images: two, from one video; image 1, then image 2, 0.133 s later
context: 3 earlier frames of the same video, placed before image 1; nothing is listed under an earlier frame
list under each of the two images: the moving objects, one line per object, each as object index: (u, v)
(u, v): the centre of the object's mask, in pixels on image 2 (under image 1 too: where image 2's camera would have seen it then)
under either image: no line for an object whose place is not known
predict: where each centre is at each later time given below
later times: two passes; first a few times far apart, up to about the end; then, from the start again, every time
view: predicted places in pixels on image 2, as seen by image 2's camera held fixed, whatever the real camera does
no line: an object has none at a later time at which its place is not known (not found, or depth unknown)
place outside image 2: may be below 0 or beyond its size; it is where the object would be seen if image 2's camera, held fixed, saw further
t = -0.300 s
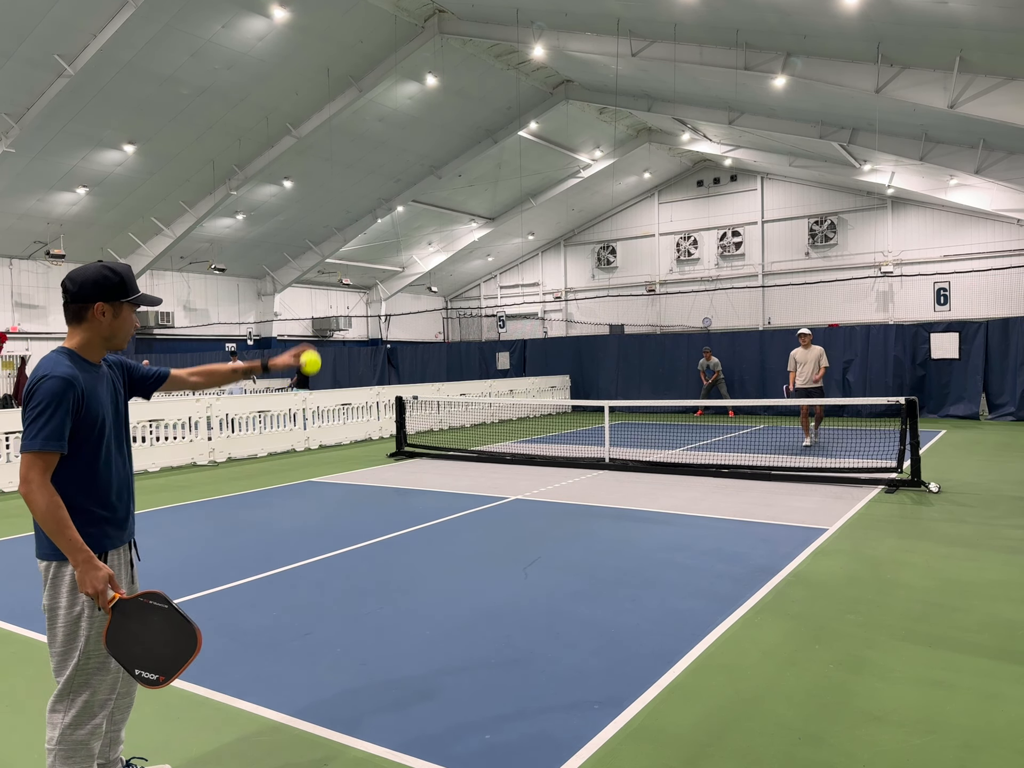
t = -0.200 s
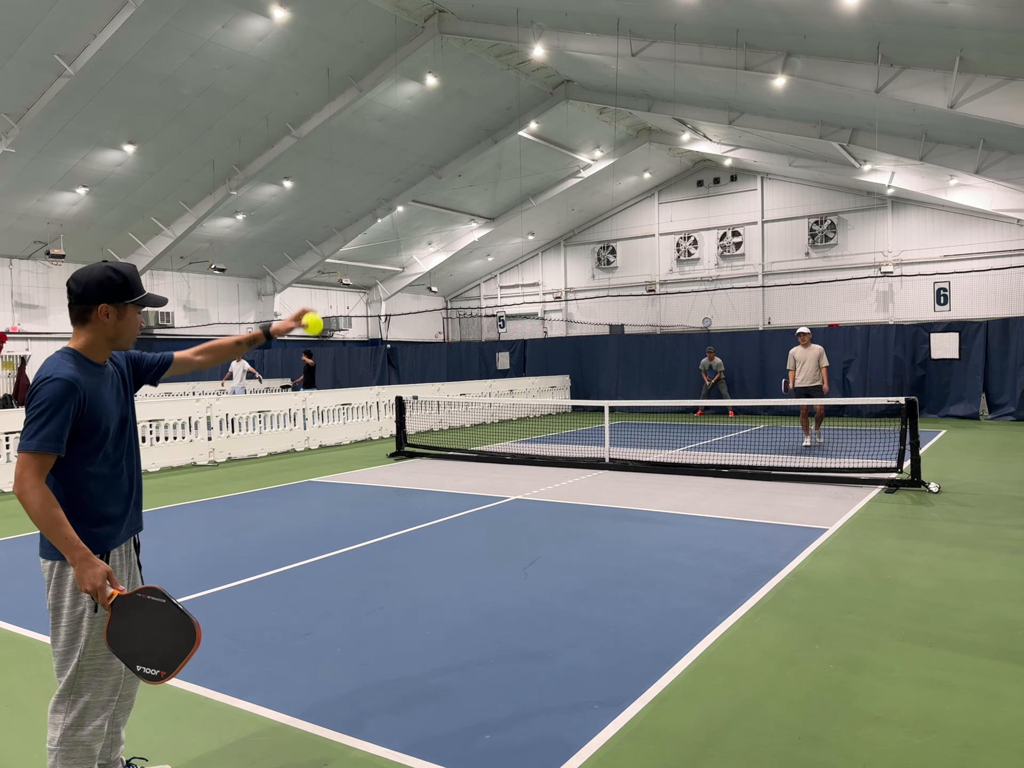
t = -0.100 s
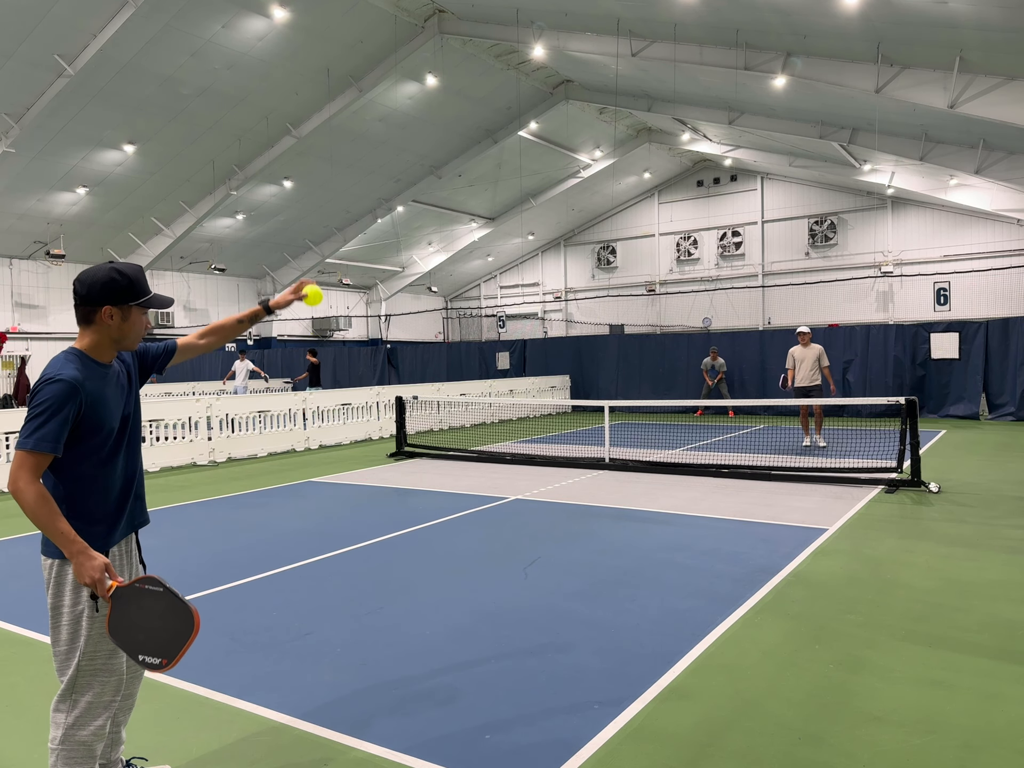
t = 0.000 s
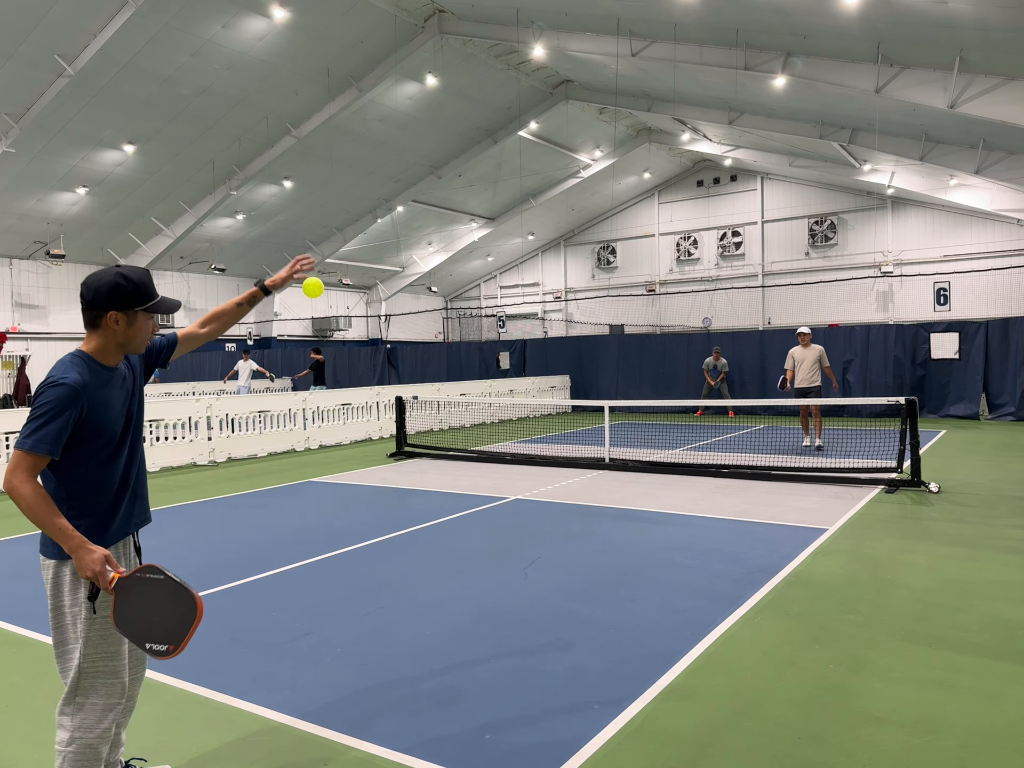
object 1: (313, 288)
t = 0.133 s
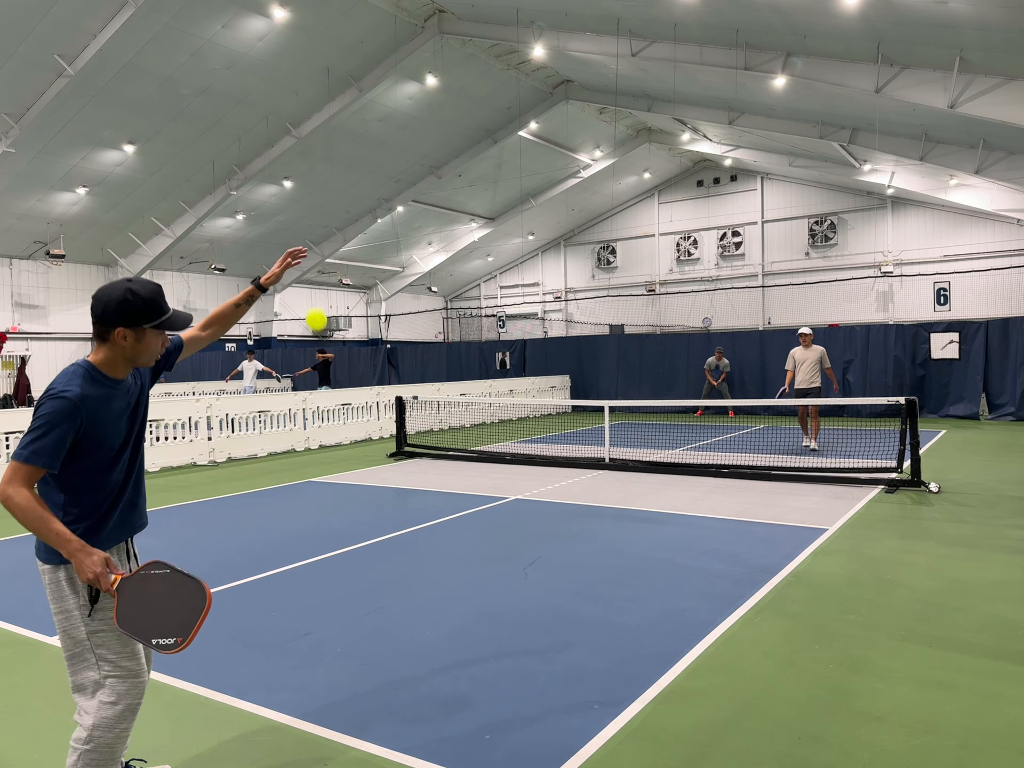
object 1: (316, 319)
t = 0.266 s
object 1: (320, 395)
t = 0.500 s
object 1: (329, 644)
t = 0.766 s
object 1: (330, 604)
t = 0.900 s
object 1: (330, 562)
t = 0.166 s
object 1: (317, 334)
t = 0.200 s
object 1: (318, 353)
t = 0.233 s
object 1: (319, 374)
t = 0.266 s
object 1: (320, 395)
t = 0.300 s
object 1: (322, 423)
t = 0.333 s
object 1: (323, 455)
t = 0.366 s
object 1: (324, 486)
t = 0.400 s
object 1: (325, 521)
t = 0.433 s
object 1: (326, 559)
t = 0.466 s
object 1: (328, 600)
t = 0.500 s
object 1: (329, 644)
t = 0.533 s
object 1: (331, 690)
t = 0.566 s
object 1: (332, 739)
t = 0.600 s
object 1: (332, 720)
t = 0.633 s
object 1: (331, 694)
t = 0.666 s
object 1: (331, 667)
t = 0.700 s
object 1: (330, 643)
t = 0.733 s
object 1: (330, 622)
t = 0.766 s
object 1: (330, 604)
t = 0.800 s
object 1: (330, 589)
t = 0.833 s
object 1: (330, 577)
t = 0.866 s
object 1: (330, 568)
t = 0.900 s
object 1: (330, 562)
